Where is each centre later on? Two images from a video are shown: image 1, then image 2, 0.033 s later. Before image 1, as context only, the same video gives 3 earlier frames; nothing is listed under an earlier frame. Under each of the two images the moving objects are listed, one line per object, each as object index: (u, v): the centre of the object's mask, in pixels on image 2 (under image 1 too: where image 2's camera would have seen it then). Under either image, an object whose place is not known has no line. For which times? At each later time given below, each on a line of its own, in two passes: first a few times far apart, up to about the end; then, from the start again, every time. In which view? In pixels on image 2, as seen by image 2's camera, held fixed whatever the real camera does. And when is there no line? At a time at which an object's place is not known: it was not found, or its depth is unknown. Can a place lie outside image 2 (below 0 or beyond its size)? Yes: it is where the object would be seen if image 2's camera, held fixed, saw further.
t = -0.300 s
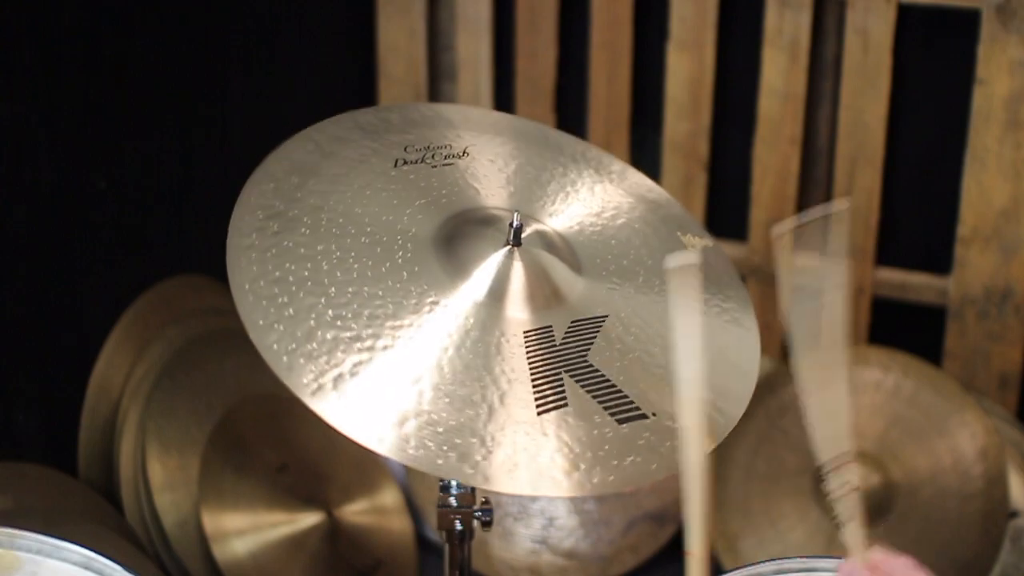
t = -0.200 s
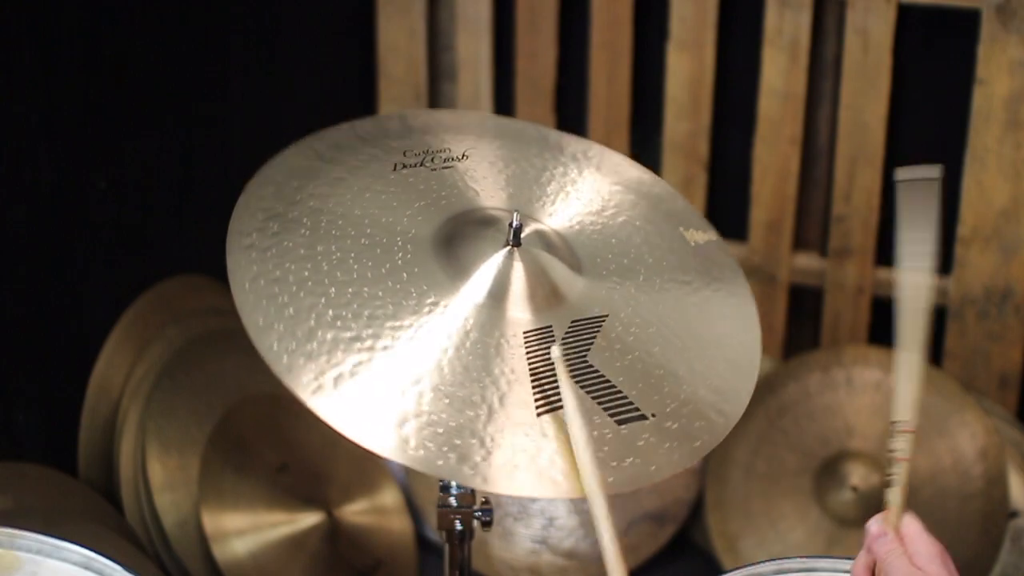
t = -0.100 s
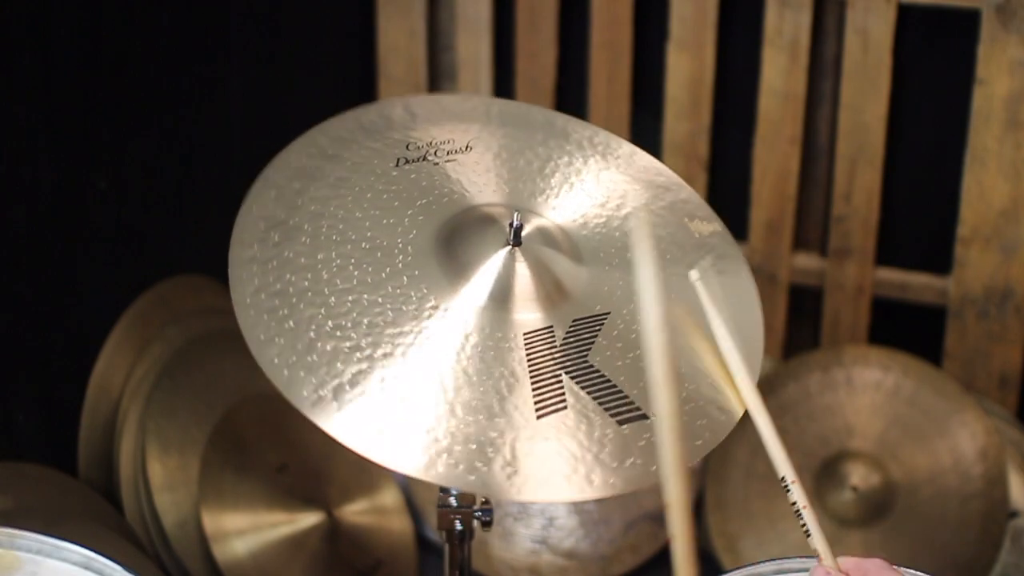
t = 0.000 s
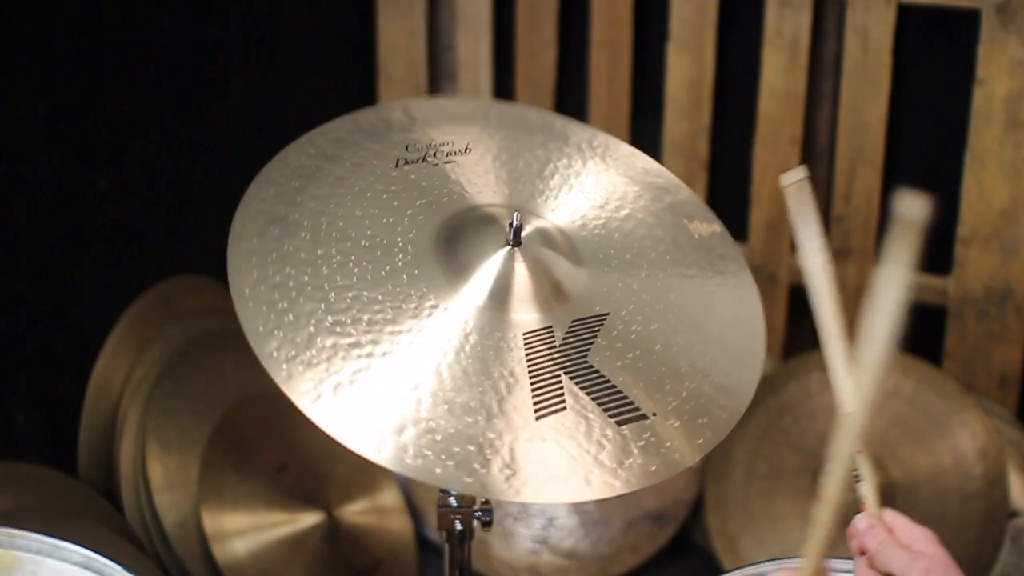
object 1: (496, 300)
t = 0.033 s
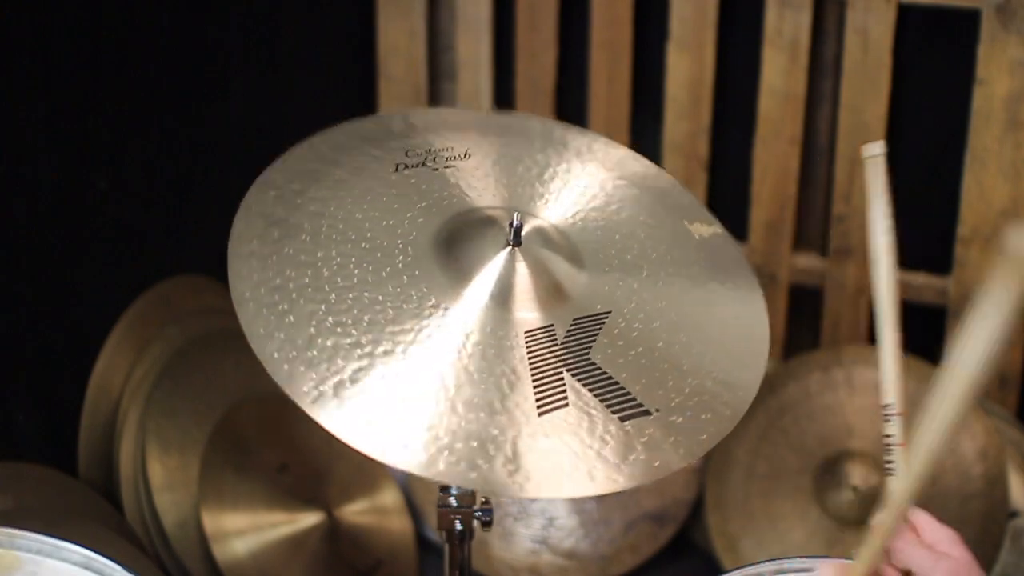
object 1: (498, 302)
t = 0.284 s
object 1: (521, 302)
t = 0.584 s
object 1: (517, 308)
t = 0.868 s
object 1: (497, 303)
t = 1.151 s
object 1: (514, 306)
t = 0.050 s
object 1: (498, 301)
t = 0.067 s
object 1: (498, 304)
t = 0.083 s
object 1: (501, 304)
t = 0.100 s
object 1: (501, 305)
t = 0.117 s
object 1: (504, 306)
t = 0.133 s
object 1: (505, 305)
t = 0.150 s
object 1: (506, 309)
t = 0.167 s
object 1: (510, 305)
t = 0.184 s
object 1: (510, 308)
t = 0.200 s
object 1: (514, 307)
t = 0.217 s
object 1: (513, 306)
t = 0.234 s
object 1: (514, 307)
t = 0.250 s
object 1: (518, 304)
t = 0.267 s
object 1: (516, 307)
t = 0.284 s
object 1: (521, 302)
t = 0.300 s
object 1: (519, 305)
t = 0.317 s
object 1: (521, 302)
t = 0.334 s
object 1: (524, 302)
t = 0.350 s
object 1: (520, 304)
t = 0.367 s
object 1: (525, 300)
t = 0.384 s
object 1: (522, 304)
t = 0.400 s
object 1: (525, 301)
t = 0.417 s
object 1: (525, 303)
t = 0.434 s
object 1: (522, 303)
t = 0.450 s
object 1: (525, 302)
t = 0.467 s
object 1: (522, 305)
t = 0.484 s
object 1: (524, 303)
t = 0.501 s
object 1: (522, 307)
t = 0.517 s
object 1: (521, 304)
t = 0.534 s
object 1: (522, 306)
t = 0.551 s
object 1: (518, 307)
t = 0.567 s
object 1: (520, 306)
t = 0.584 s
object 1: (517, 308)
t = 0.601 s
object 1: (517, 306)
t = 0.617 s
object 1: (515, 309)
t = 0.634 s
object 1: (512, 308)
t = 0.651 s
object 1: (512, 307)
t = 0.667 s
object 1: (508, 308)
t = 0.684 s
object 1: (508, 306)
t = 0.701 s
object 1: (506, 307)
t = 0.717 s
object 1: (505, 305)
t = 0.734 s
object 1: (504, 306)
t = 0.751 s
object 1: (501, 304)
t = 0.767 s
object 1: (502, 304)
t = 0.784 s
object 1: (499, 304)
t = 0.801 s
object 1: (500, 302)
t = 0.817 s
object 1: (499, 303)
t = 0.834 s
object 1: (498, 302)
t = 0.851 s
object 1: (500, 303)
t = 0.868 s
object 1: (497, 303)
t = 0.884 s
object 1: (500, 303)
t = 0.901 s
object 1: (499, 304)
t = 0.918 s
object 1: (501, 304)
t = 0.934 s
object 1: (502, 305)
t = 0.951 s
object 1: (501, 305)
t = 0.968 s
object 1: (506, 306)
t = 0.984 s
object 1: (503, 306)
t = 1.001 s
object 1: (507, 306)
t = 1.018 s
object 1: (507, 307)
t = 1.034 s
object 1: (508, 306)
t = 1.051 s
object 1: (512, 307)
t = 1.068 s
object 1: (509, 307)
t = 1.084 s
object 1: (515, 307)
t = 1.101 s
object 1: (512, 306)
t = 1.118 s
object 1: (515, 306)
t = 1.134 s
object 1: (516, 307)
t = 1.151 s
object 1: (514, 306)
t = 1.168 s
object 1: (520, 306)
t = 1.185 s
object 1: (515, 306)
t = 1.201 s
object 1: (520, 306)
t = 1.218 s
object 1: (518, 306)
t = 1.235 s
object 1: (519, 305)
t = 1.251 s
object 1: (520, 306)
